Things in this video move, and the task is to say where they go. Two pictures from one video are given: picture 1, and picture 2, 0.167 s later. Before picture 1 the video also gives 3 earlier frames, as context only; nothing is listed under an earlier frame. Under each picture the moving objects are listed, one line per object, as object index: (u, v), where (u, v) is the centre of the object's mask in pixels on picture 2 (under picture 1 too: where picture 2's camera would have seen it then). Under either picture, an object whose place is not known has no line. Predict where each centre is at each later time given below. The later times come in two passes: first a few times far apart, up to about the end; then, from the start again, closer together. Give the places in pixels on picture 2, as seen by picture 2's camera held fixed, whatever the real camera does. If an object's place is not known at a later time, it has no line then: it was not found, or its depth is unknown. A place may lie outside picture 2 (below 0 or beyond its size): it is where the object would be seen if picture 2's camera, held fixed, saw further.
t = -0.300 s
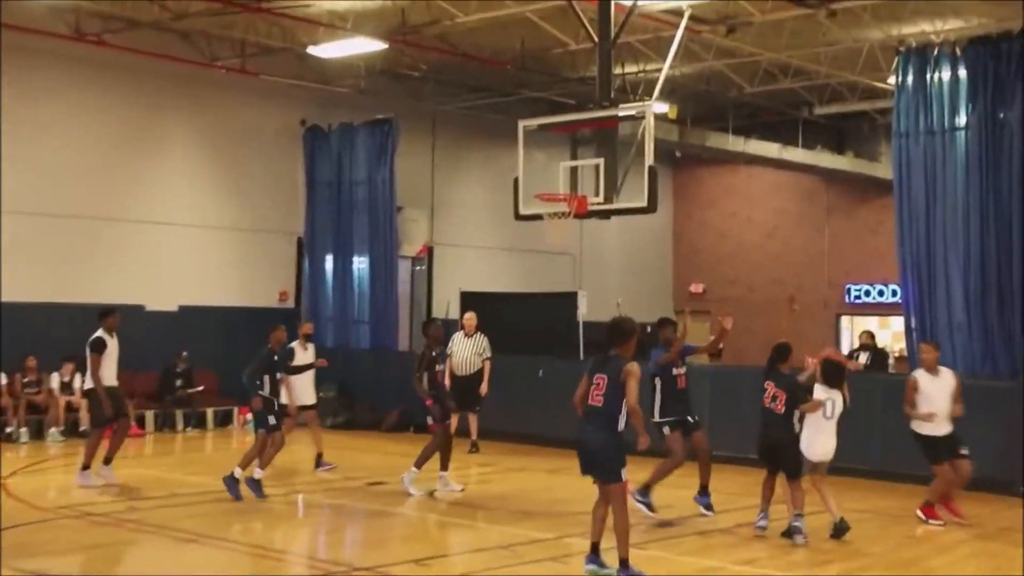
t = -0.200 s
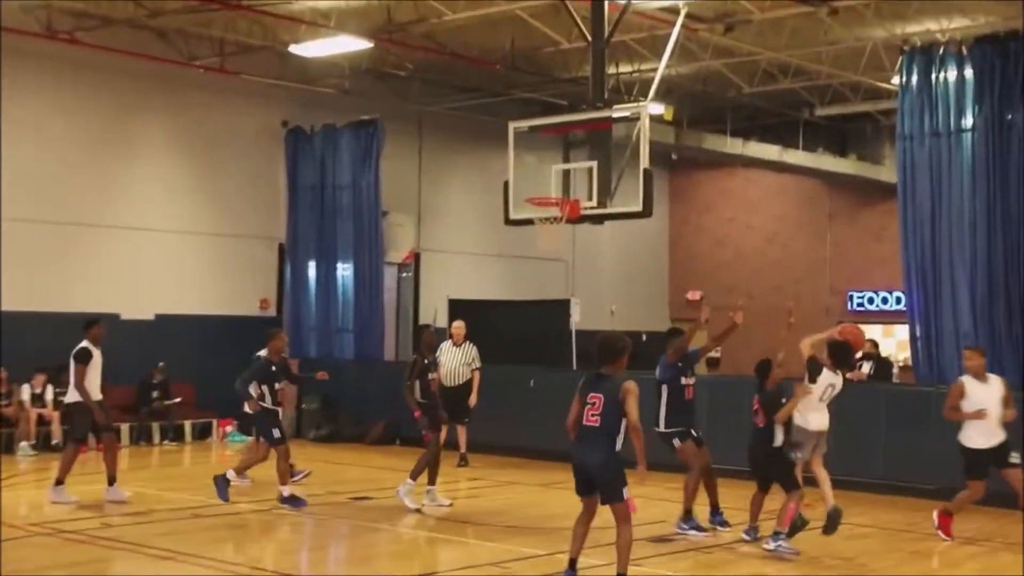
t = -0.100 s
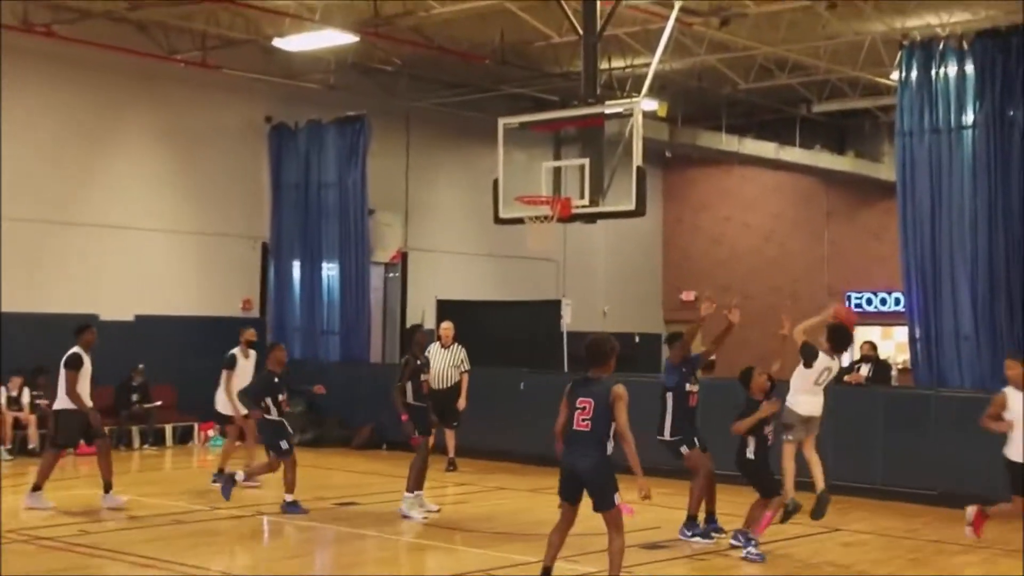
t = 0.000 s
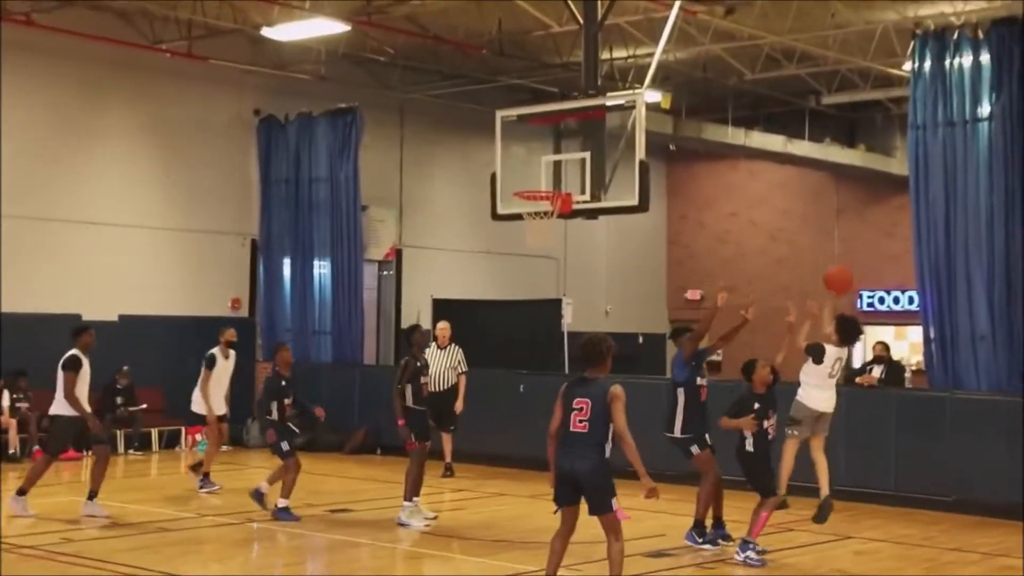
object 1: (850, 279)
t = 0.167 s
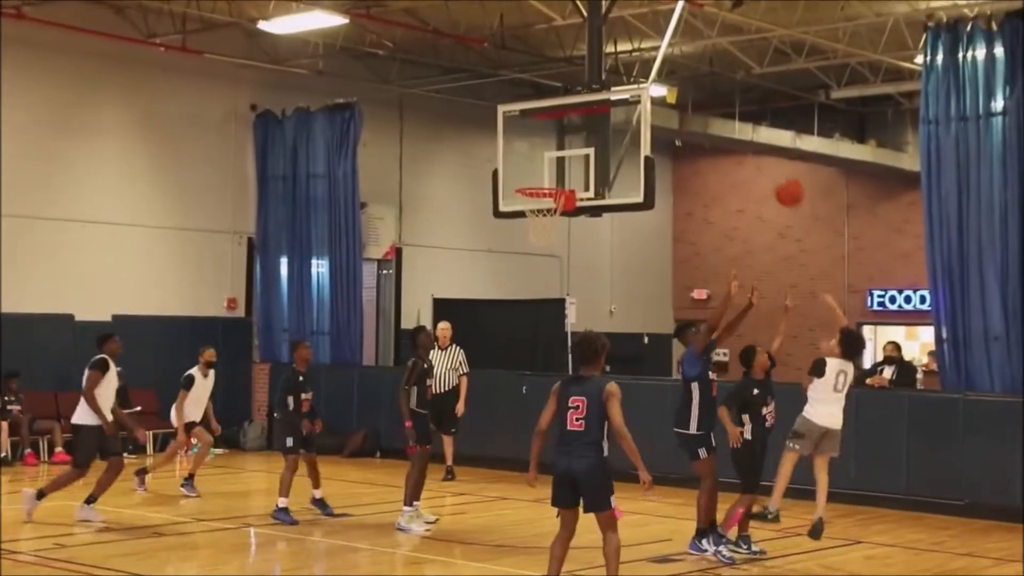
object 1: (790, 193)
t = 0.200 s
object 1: (778, 180)
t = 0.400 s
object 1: (706, 132)
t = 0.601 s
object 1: (643, 128)
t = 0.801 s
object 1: (599, 152)
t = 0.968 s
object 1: (562, 206)
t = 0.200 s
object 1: (778, 180)
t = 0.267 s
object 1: (753, 158)
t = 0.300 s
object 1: (742, 151)
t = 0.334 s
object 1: (730, 144)
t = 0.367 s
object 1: (718, 137)
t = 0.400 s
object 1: (706, 132)
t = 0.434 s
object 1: (695, 128)
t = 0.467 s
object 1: (684, 125)
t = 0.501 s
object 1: (674, 124)
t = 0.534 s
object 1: (663, 125)
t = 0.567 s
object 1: (652, 126)
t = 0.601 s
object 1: (643, 128)
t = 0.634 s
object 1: (636, 130)
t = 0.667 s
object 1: (630, 131)
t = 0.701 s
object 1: (622, 134)
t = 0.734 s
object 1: (614, 138)
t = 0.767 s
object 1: (607, 145)
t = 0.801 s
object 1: (599, 152)
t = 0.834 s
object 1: (592, 160)
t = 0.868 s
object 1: (584, 171)
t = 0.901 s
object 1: (576, 182)
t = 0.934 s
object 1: (568, 196)
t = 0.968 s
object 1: (562, 206)
